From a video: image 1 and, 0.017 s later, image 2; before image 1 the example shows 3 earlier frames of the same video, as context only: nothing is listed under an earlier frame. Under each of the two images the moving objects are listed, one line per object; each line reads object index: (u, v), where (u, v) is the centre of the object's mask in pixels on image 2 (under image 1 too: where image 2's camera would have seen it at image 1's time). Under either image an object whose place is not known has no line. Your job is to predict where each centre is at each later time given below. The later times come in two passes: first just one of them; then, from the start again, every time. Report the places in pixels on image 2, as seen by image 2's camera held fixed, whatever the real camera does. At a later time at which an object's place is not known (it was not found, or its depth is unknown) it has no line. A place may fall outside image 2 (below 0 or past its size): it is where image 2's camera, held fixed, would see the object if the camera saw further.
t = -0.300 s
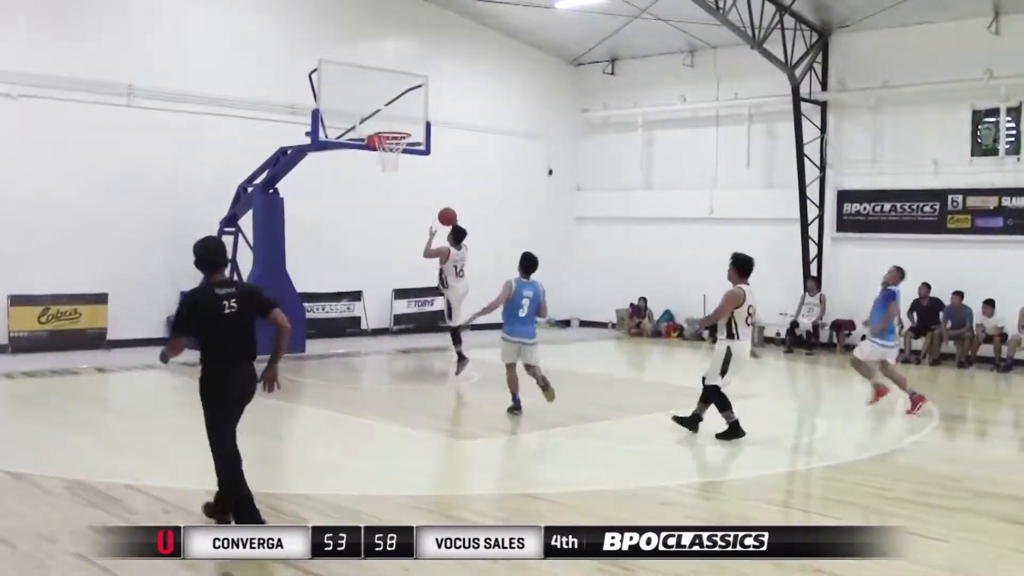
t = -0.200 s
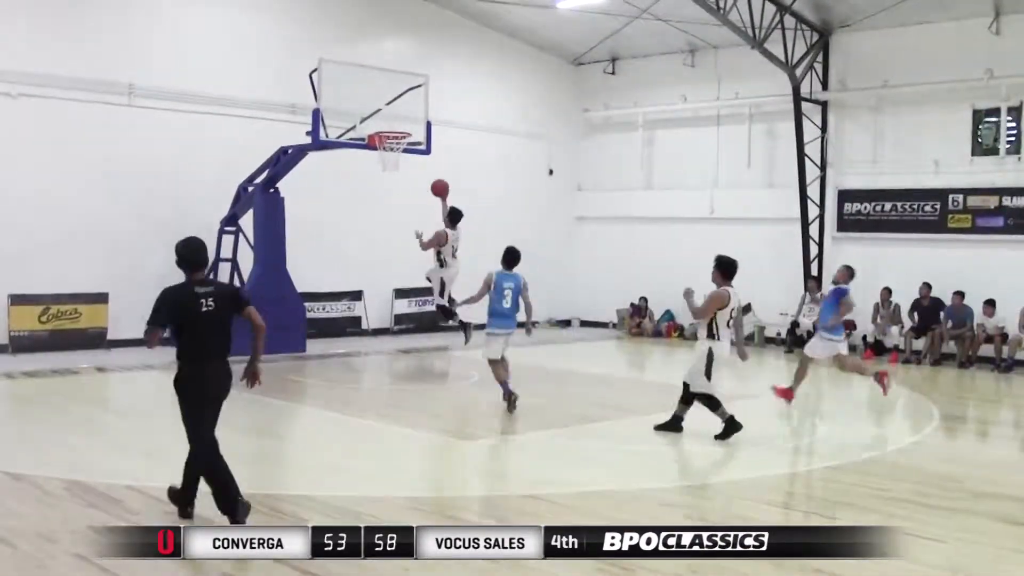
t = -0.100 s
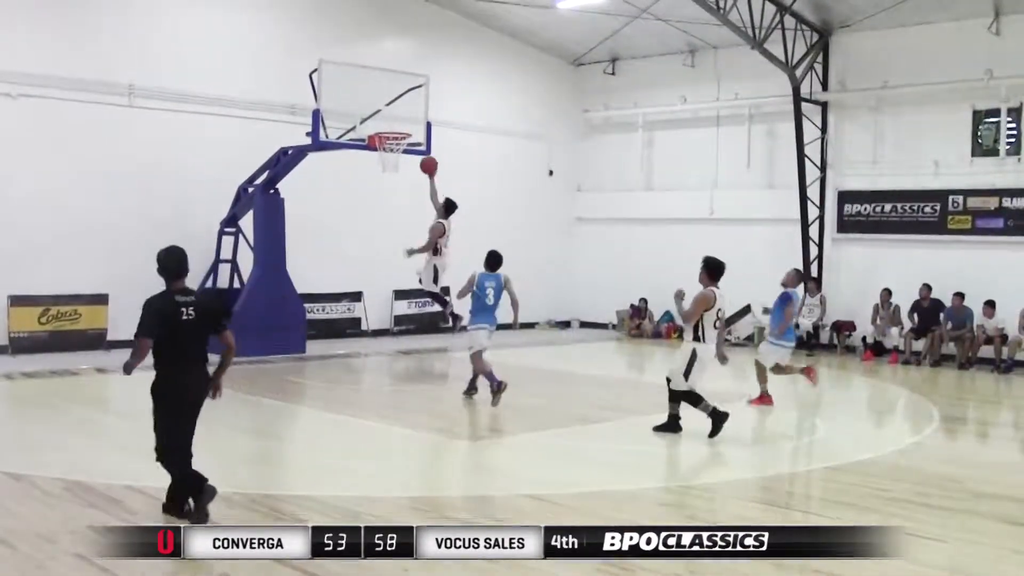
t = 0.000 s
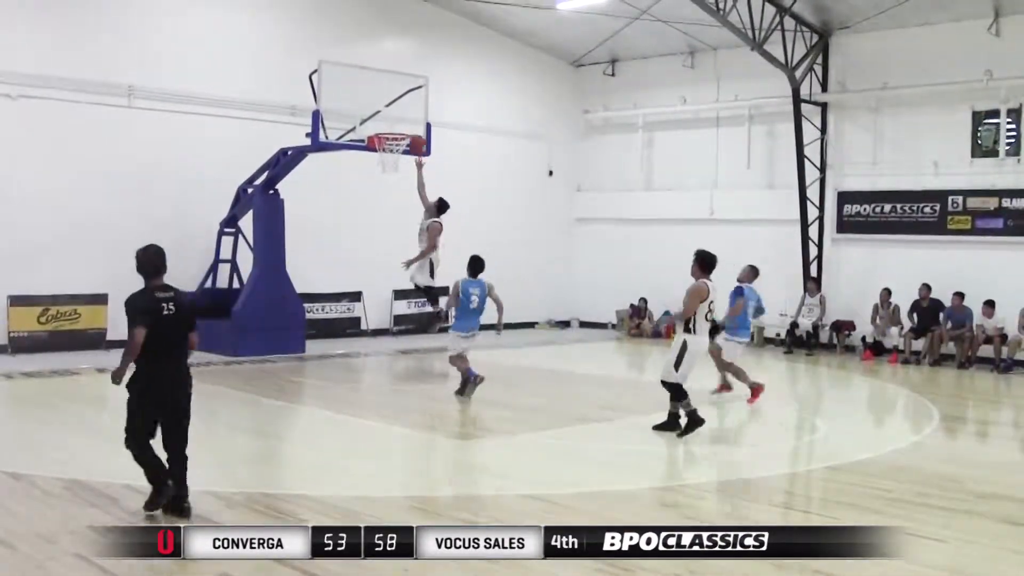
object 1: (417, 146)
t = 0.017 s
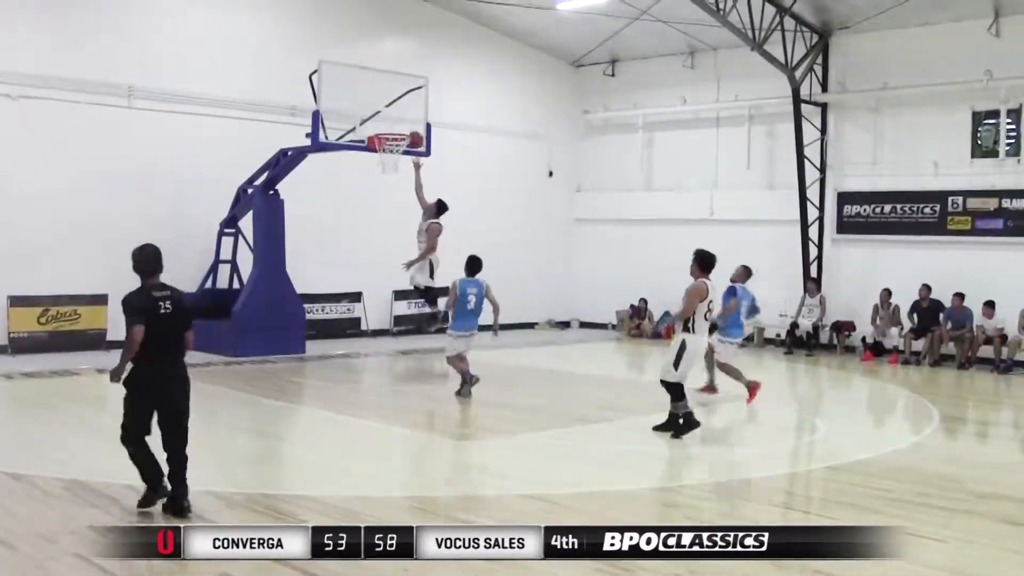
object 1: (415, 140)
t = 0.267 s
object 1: (395, 115)
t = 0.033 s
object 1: (414, 136)
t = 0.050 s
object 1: (411, 133)
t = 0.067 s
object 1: (408, 131)
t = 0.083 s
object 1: (406, 129)
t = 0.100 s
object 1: (404, 127)
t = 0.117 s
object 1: (402, 124)
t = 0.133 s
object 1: (400, 122)
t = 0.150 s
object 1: (398, 121)
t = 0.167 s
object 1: (396, 120)
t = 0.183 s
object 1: (396, 119)
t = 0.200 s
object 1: (396, 118)
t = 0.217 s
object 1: (396, 117)
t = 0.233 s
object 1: (396, 116)
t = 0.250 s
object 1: (395, 115)
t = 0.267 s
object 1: (395, 115)
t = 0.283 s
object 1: (395, 115)
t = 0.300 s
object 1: (395, 115)
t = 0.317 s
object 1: (395, 115)
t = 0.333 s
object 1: (395, 116)
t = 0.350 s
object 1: (394, 116)
